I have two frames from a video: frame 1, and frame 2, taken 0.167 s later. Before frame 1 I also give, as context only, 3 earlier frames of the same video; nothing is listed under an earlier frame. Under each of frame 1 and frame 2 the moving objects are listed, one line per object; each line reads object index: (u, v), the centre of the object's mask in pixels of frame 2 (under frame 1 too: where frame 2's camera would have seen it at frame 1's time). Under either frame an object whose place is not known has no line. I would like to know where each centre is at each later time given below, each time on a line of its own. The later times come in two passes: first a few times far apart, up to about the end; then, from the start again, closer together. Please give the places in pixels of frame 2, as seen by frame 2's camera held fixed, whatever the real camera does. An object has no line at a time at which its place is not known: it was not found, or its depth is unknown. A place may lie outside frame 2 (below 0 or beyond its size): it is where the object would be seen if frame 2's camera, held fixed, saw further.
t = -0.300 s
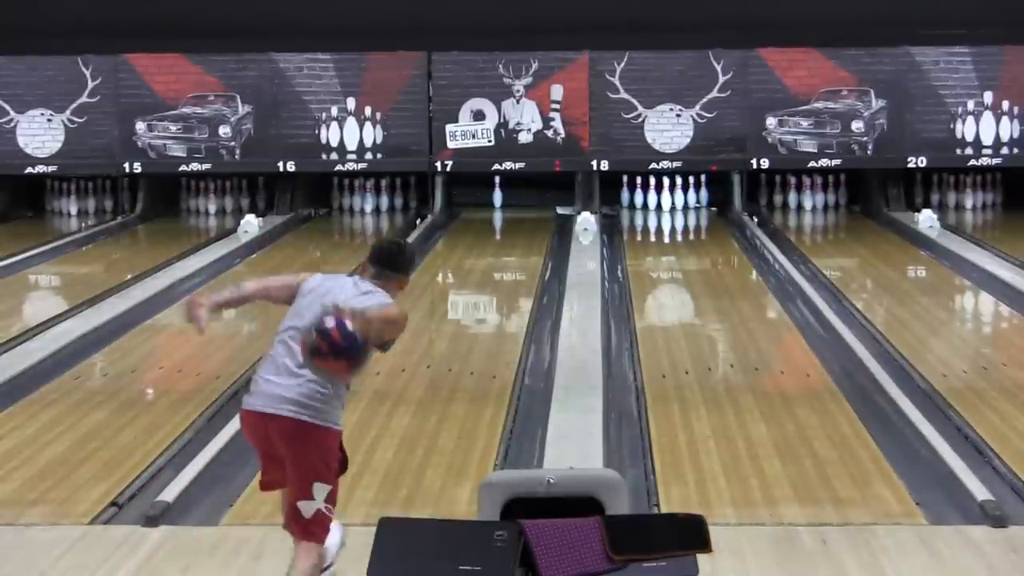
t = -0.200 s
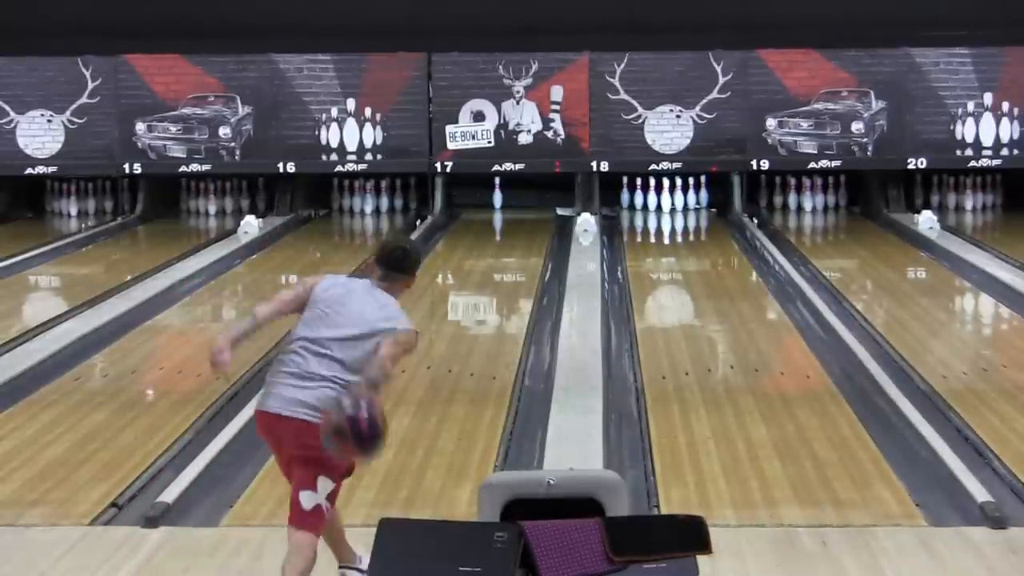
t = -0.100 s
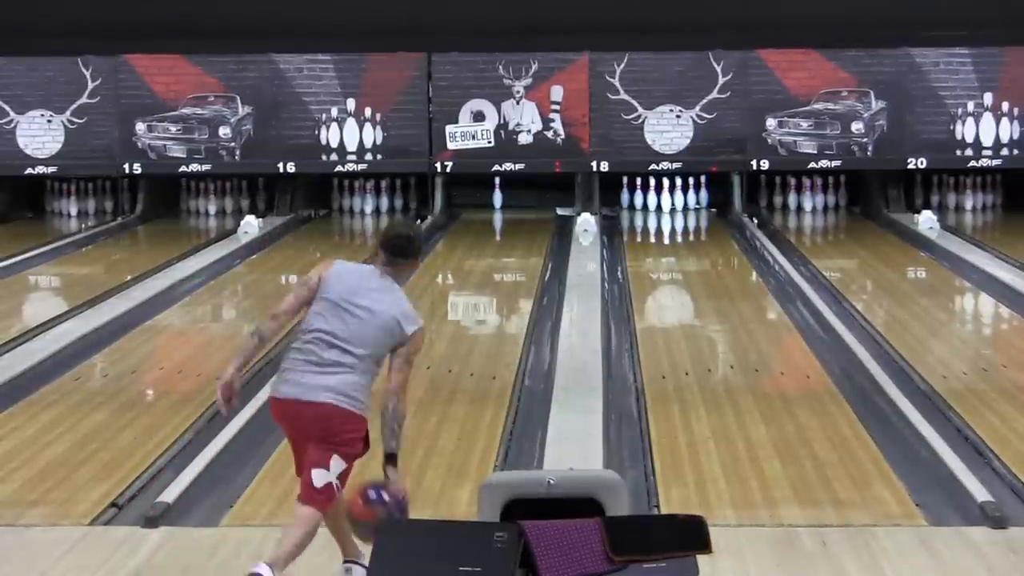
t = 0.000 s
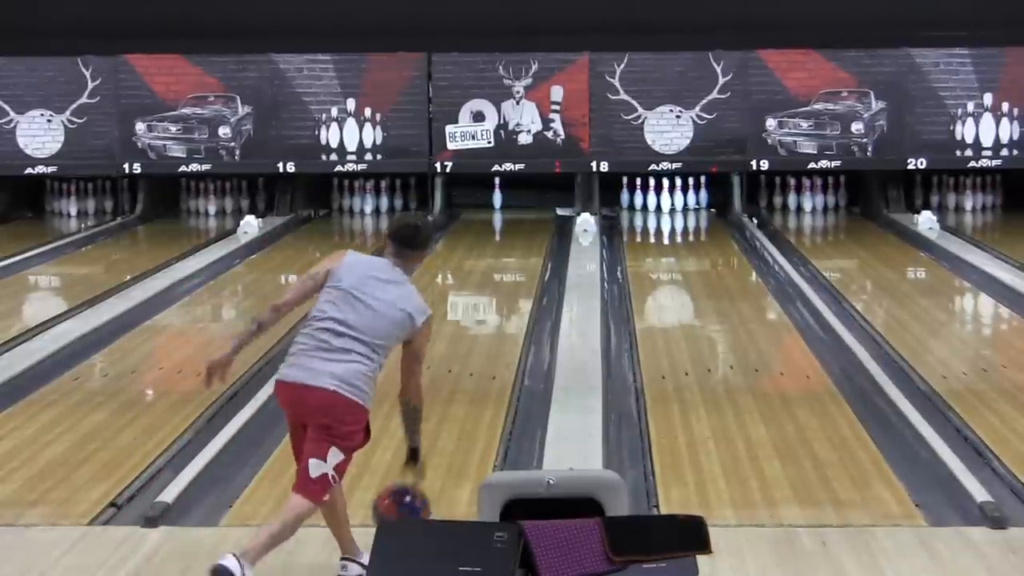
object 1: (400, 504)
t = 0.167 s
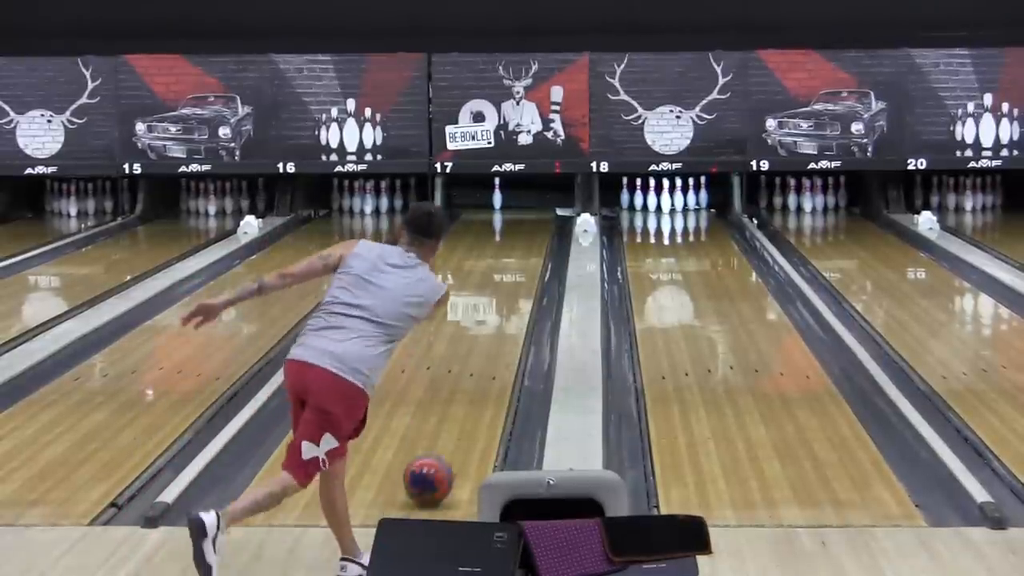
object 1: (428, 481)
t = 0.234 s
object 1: (436, 462)
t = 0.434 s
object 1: (457, 409)
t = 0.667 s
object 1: (474, 363)
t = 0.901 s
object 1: (488, 328)
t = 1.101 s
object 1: (495, 303)
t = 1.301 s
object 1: (501, 284)
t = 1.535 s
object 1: (506, 265)
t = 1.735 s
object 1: (509, 250)
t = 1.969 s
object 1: (511, 236)
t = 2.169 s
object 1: (512, 228)
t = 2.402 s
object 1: (509, 217)
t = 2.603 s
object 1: (503, 209)
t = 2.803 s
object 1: (497, 203)
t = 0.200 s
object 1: (432, 471)
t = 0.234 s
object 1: (436, 462)
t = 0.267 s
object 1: (440, 452)
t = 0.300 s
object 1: (444, 442)
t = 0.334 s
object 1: (447, 433)
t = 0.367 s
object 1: (450, 425)
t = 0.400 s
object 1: (453, 417)
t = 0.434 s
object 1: (457, 409)
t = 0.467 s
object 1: (459, 401)
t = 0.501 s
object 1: (462, 394)
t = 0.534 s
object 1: (465, 387)
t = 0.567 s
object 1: (467, 380)
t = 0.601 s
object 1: (470, 374)
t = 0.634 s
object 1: (472, 368)
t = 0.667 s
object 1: (474, 363)
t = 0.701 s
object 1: (476, 357)
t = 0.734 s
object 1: (478, 352)
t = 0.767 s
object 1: (480, 347)
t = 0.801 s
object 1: (482, 342)
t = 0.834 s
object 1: (484, 338)
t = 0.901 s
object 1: (488, 328)
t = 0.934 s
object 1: (488, 323)
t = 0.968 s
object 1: (489, 319)
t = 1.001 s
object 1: (491, 315)
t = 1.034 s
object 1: (492, 311)
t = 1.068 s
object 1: (494, 308)
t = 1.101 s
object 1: (495, 303)
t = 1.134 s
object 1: (496, 301)
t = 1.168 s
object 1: (497, 296)
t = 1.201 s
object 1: (499, 293)
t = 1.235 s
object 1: (500, 290)
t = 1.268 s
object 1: (500, 287)
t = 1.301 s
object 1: (501, 284)
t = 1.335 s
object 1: (502, 281)
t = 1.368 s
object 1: (502, 278)
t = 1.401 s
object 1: (504, 274)
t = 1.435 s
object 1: (505, 272)
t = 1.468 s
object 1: (505, 269)
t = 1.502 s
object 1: (506, 267)
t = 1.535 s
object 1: (506, 265)
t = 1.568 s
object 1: (507, 262)
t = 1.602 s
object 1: (508, 260)
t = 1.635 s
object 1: (509, 257)
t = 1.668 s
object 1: (508, 255)
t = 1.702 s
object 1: (509, 252)
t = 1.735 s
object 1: (509, 250)
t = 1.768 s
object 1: (509, 248)
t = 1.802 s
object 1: (510, 246)
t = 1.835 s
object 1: (509, 245)
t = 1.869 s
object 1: (510, 243)
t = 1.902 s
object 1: (511, 241)
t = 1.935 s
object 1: (511, 239)
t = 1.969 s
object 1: (511, 236)
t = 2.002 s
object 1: (513, 235)
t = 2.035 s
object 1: (513, 233)
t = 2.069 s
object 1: (512, 232)
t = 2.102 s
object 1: (512, 231)
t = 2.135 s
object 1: (511, 229)
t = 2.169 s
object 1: (512, 228)
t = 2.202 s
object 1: (512, 226)
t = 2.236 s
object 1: (512, 224)
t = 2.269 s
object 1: (511, 221)
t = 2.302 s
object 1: (511, 222)
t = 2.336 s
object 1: (511, 222)
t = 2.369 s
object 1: (511, 219)
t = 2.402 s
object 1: (509, 217)
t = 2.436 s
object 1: (509, 215)
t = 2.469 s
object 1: (505, 212)
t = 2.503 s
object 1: (507, 213)
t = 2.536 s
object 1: (506, 212)
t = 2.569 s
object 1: (505, 212)
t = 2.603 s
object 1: (503, 209)
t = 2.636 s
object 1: (503, 209)
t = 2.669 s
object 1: (502, 207)
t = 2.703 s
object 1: (501, 205)
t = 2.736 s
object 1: (500, 205)
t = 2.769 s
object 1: (499, 204)
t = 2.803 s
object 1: (497, 203)
